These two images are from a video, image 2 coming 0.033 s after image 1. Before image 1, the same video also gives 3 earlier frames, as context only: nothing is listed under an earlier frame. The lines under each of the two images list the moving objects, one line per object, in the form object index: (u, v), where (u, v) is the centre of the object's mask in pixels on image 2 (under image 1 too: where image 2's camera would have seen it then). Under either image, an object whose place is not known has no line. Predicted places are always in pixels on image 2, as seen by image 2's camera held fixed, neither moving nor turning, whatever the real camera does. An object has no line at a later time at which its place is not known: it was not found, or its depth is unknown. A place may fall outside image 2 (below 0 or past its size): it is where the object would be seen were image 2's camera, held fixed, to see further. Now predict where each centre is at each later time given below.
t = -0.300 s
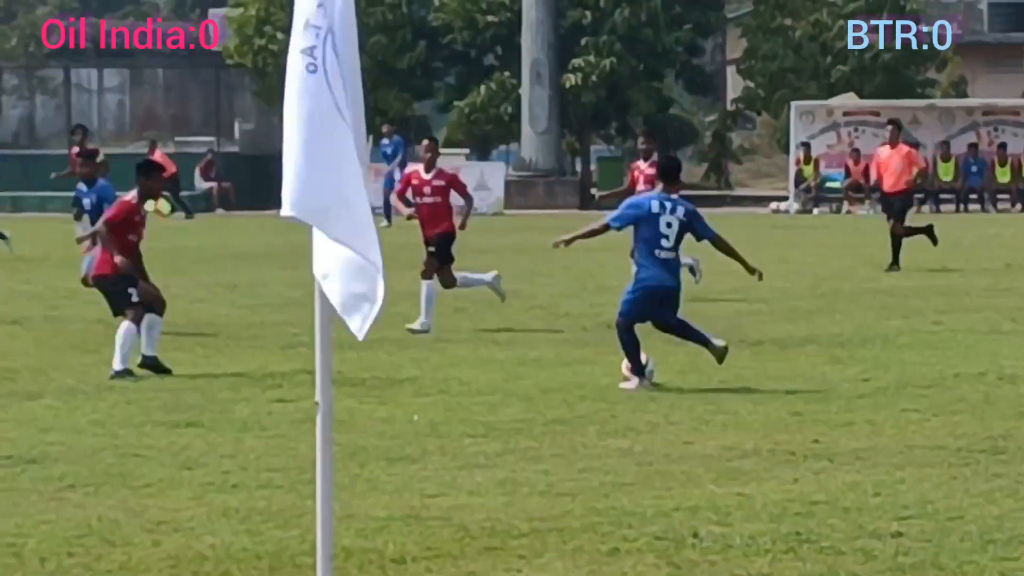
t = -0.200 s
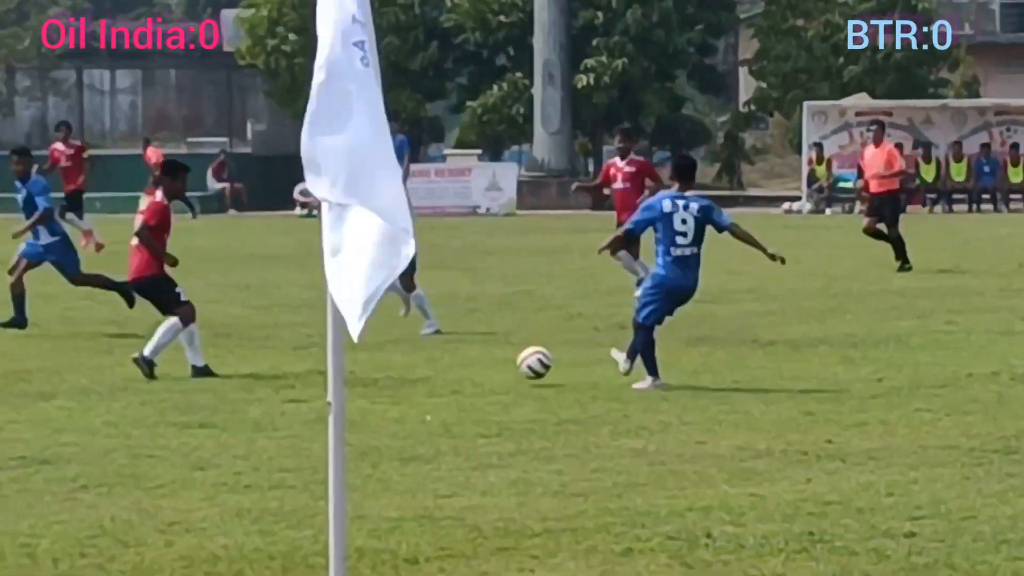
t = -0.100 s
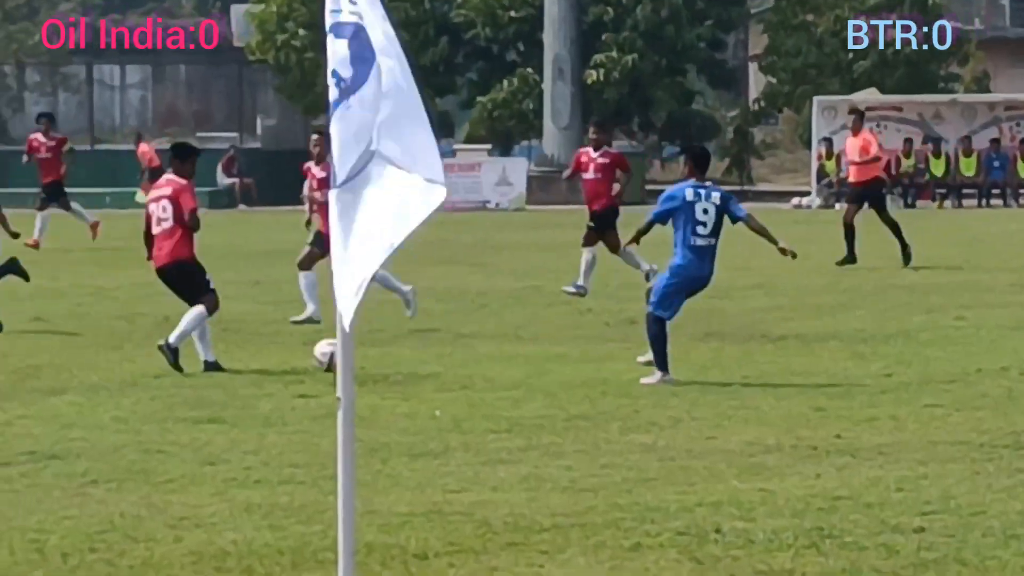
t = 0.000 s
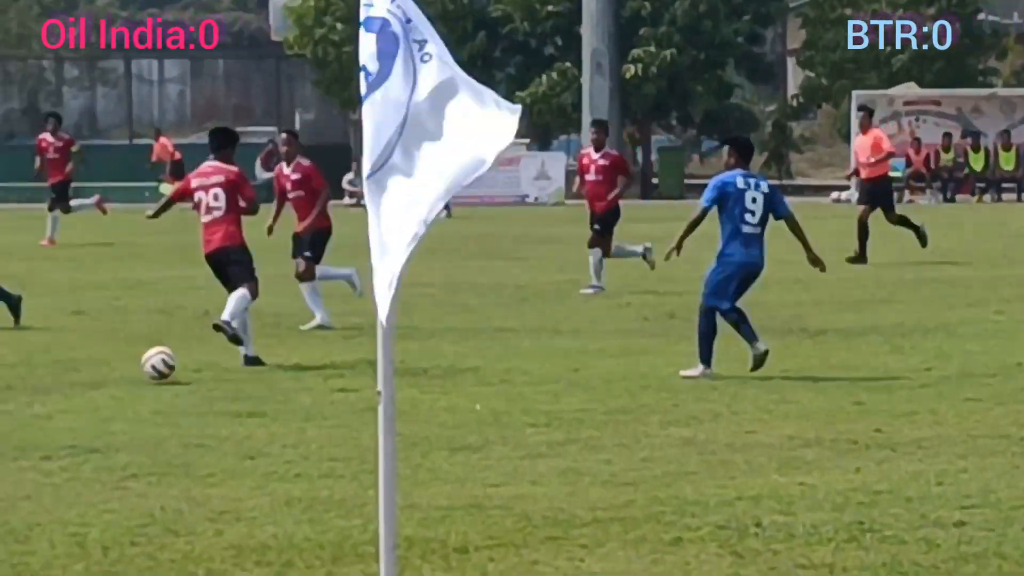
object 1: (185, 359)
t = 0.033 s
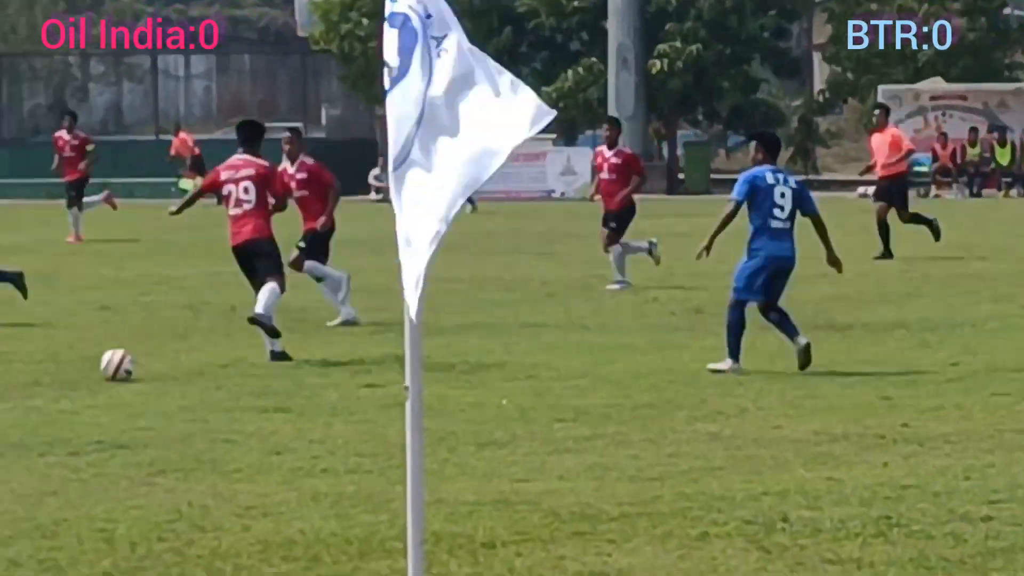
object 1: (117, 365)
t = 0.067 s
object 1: (55, 361)
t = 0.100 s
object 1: (-6, 357)
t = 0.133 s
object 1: (-68, 355)
